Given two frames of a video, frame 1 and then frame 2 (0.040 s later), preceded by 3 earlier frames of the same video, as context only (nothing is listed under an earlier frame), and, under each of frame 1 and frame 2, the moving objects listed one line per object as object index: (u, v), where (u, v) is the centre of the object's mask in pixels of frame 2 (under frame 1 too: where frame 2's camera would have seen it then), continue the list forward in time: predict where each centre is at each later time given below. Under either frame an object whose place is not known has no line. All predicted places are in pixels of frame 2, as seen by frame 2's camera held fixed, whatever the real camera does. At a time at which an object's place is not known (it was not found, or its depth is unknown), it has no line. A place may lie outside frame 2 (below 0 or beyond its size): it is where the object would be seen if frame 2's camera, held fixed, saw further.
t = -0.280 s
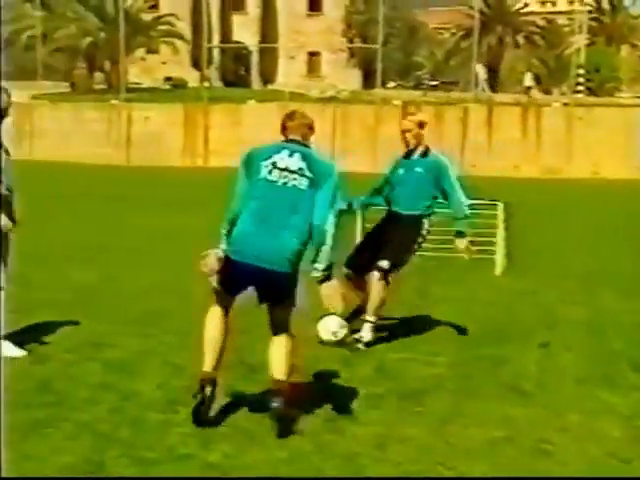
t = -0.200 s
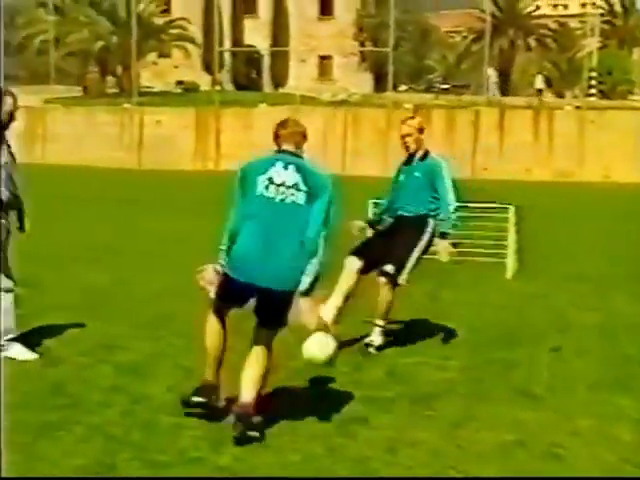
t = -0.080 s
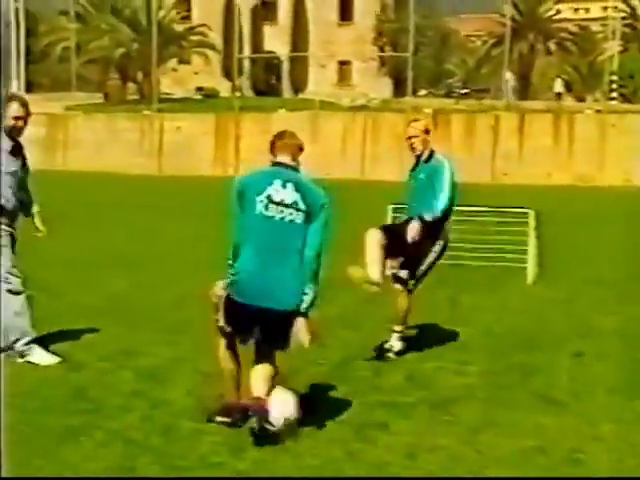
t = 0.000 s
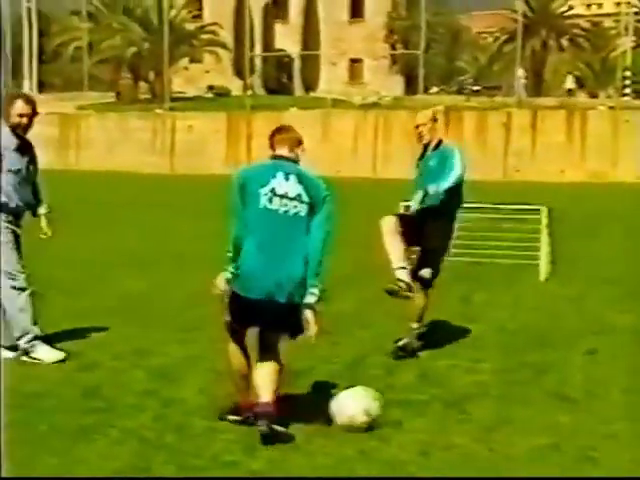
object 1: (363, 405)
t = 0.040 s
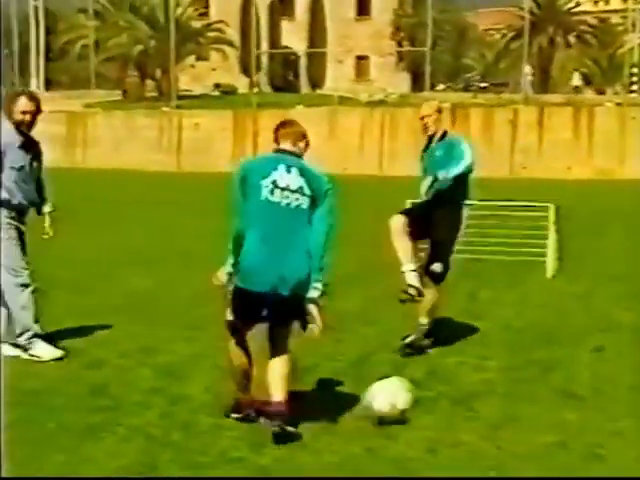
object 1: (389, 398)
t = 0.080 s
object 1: (415, 392)
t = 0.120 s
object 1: (444, 394)
